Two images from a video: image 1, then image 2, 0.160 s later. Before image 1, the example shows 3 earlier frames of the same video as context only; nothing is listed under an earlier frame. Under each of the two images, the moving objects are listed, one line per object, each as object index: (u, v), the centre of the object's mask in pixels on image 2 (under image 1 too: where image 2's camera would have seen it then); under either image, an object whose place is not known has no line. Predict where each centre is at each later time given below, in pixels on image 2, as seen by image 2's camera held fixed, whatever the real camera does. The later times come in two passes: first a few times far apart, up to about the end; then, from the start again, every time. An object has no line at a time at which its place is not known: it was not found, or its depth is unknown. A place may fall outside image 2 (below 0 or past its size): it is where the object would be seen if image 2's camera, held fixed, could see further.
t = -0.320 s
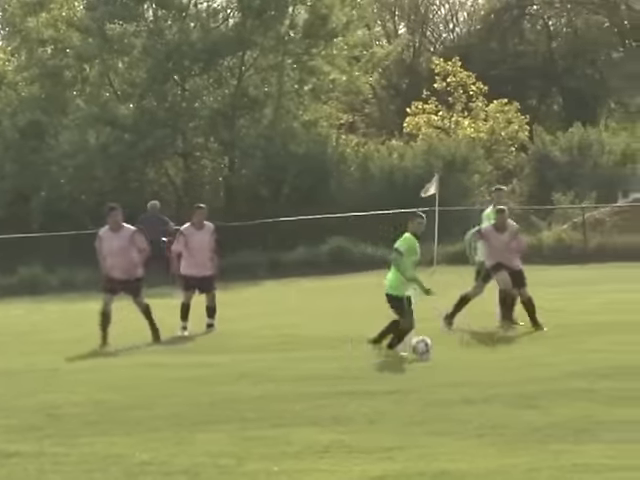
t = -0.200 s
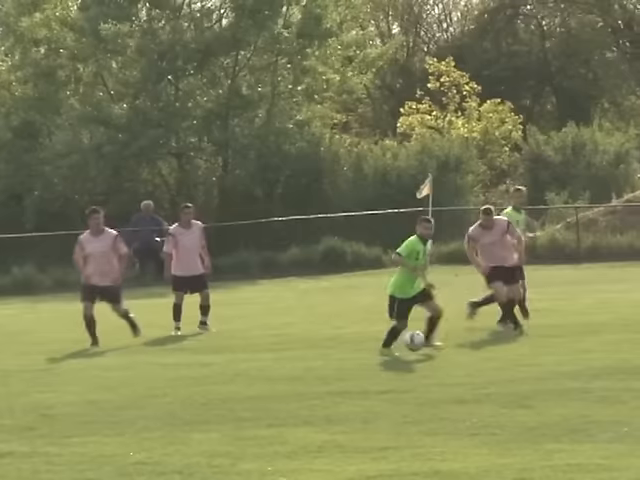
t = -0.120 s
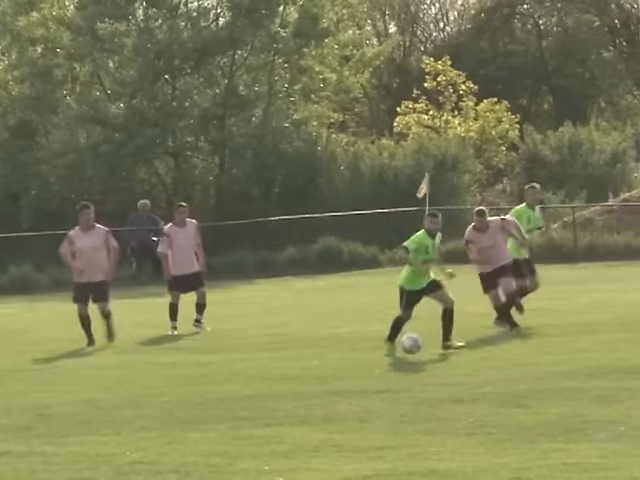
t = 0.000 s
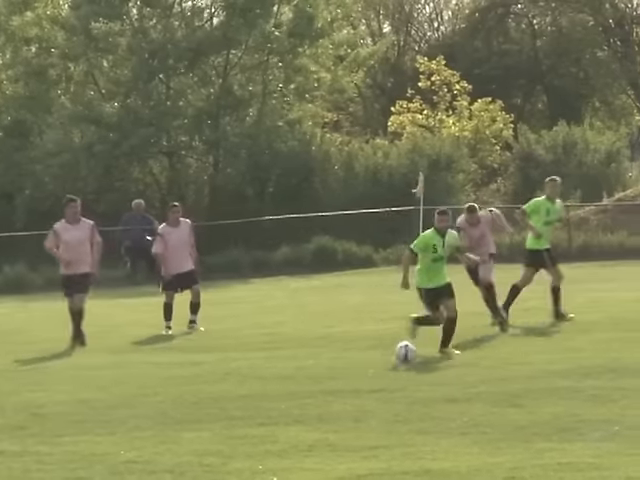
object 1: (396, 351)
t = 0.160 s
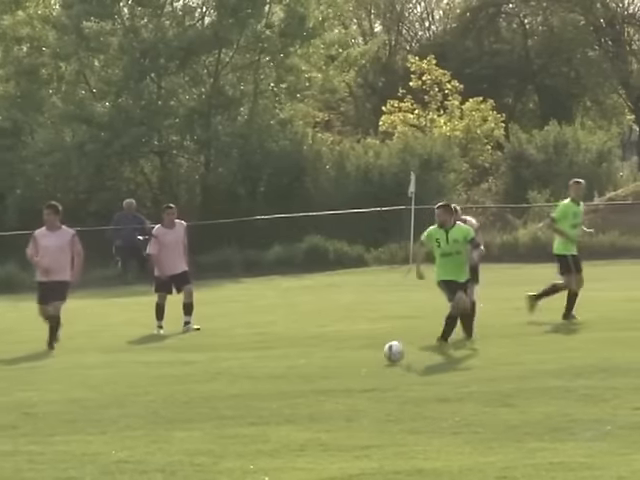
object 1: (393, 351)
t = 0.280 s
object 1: (391, 356)
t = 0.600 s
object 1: (388, 361)
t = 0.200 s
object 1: (393, 355)
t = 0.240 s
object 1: (392, 356)
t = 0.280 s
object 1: (391, 356)
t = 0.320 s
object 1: (391, 356)
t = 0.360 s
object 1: (390, 358)
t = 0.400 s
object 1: (390, 359)
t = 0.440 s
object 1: (389, 359)
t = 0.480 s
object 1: (389, 359)
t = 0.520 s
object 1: (388, 359)
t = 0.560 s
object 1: (388, 360)
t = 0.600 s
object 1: (388, 361)
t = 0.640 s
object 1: (387, 361)
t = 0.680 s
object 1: (387, 361)
